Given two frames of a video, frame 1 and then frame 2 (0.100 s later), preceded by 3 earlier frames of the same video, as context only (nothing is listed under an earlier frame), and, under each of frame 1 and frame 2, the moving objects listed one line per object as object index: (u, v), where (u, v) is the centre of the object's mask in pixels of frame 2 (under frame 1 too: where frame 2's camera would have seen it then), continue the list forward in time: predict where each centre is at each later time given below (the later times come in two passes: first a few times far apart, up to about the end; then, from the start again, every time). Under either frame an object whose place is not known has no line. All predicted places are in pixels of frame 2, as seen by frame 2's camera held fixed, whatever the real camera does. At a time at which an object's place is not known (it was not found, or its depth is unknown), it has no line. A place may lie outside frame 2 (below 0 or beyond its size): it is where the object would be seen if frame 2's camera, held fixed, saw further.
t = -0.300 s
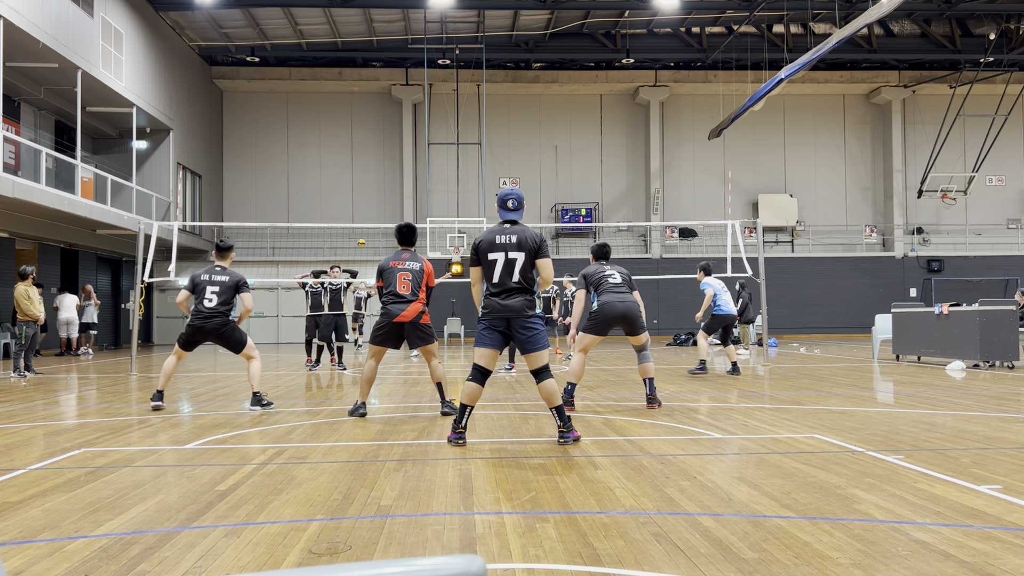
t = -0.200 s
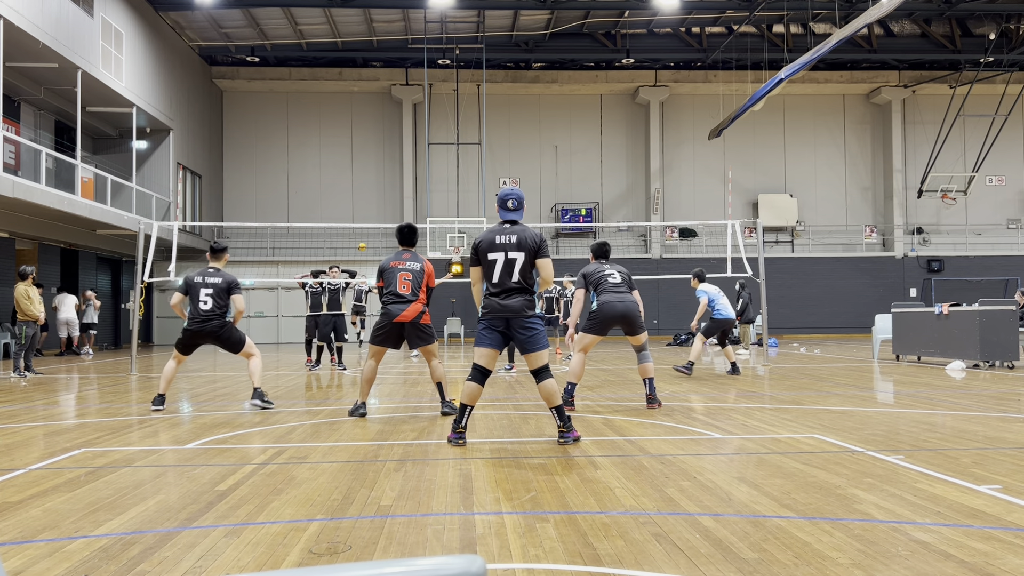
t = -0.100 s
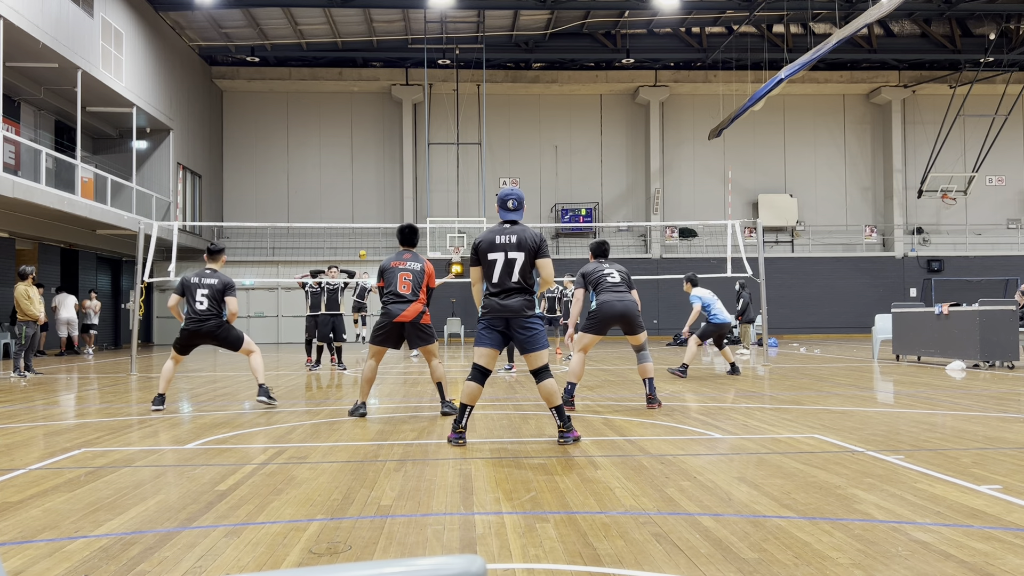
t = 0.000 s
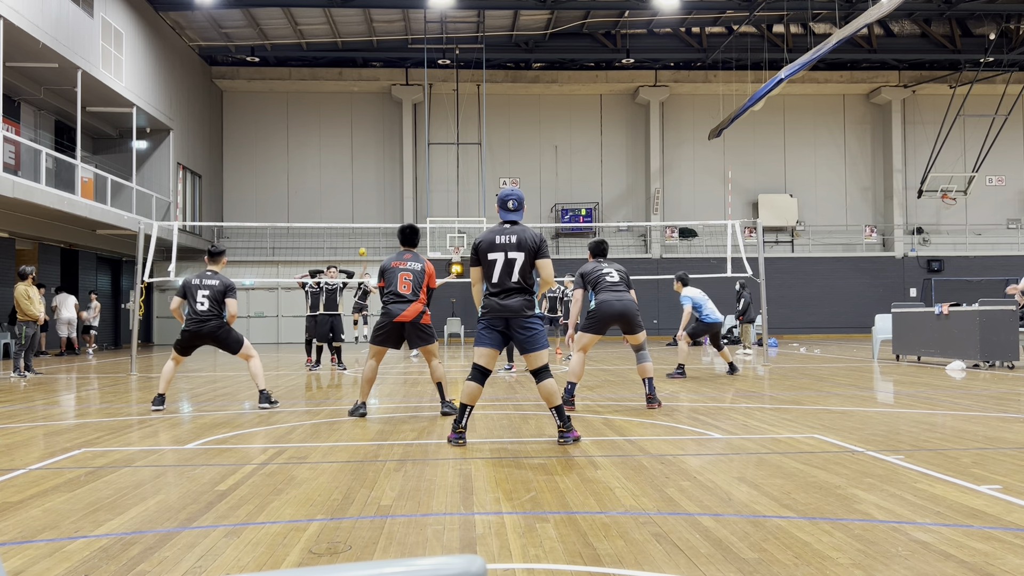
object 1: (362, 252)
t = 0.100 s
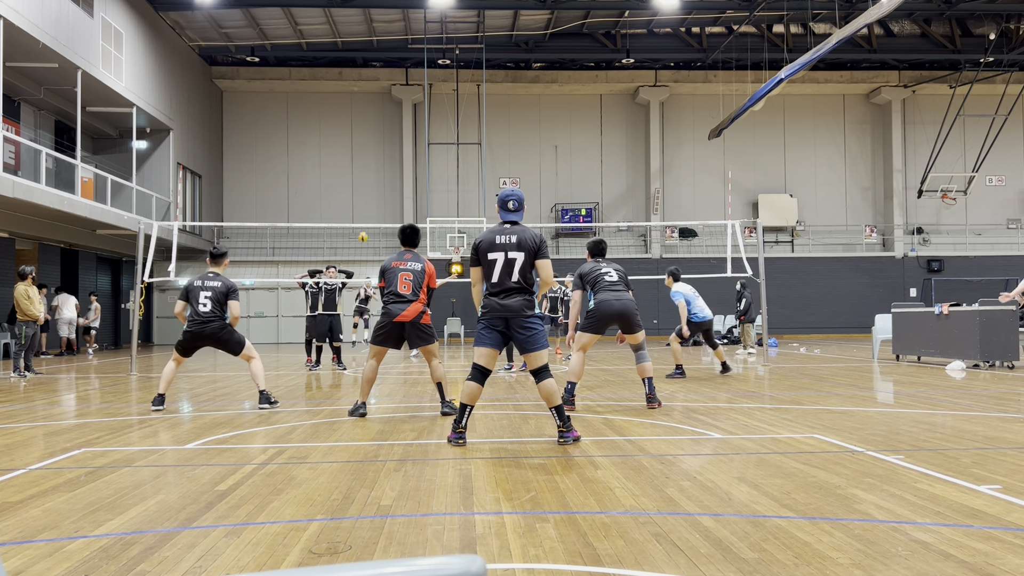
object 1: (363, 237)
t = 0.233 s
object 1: (364, 220)
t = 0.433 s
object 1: (370, 209)
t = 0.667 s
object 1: (385, 225)
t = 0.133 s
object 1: (363, 232)
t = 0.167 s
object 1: (363, 229)
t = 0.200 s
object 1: (364, 224)
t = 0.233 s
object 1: (364, 220)
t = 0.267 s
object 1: (365, 218)
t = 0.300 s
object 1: (365, 215)
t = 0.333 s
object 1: (366, 213)
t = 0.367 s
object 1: (367, 211)
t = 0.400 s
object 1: (369, 209)
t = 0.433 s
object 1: (370, 209)
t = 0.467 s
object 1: (372, 209)
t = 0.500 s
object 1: (374, 210)
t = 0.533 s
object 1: (376, 211)
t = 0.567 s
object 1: (378, 213)
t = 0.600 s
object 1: (380, 216)
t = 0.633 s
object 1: (382, 220)
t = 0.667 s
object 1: (385, 225)
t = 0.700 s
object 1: (389, 232)
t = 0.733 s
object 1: (392, 239)
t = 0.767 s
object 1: (396, 247)
